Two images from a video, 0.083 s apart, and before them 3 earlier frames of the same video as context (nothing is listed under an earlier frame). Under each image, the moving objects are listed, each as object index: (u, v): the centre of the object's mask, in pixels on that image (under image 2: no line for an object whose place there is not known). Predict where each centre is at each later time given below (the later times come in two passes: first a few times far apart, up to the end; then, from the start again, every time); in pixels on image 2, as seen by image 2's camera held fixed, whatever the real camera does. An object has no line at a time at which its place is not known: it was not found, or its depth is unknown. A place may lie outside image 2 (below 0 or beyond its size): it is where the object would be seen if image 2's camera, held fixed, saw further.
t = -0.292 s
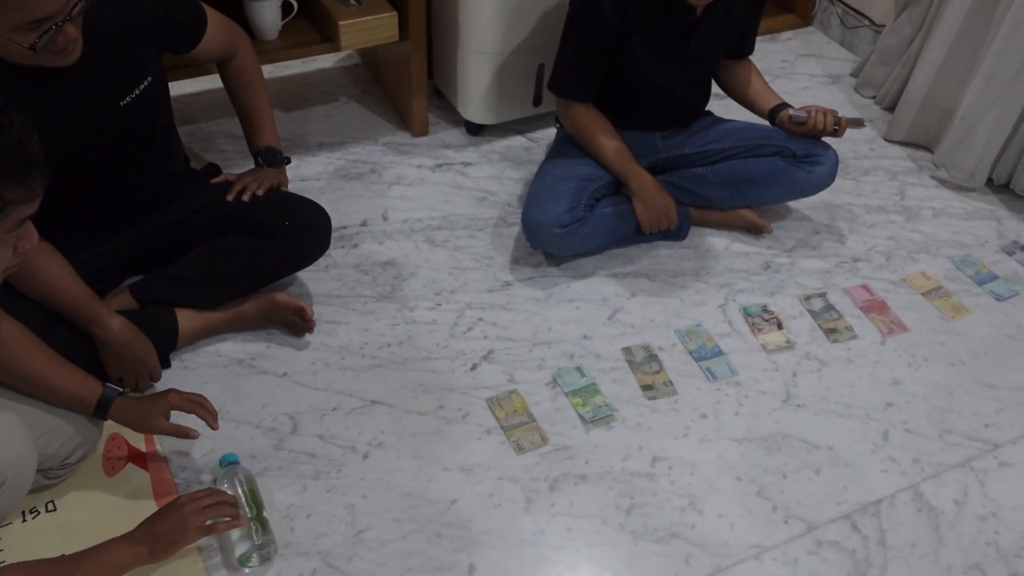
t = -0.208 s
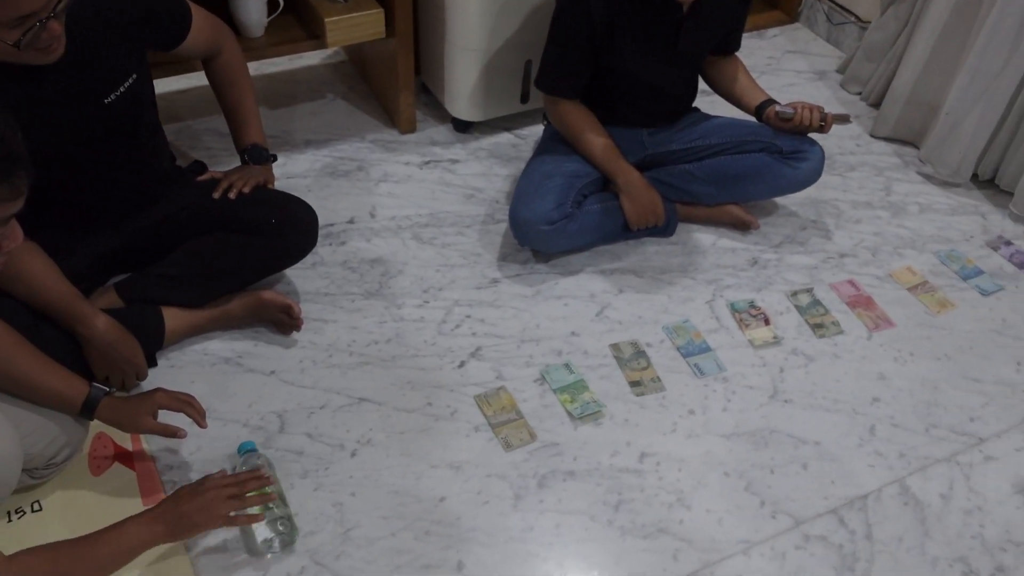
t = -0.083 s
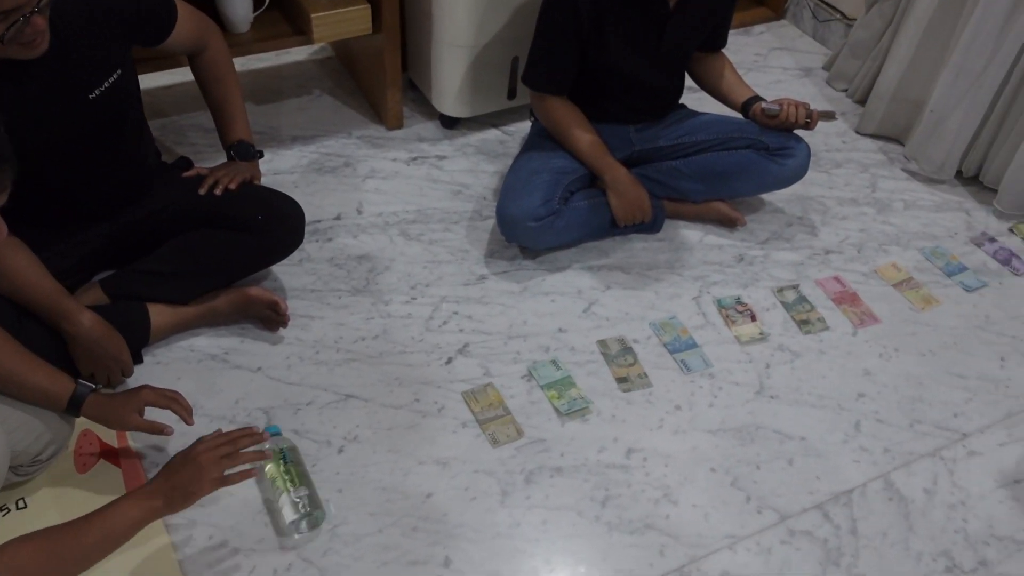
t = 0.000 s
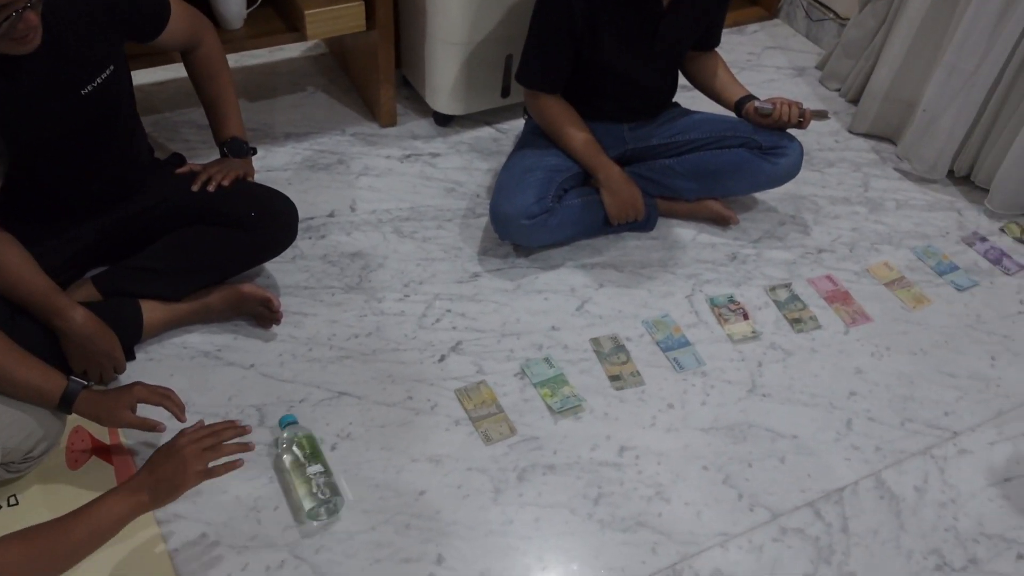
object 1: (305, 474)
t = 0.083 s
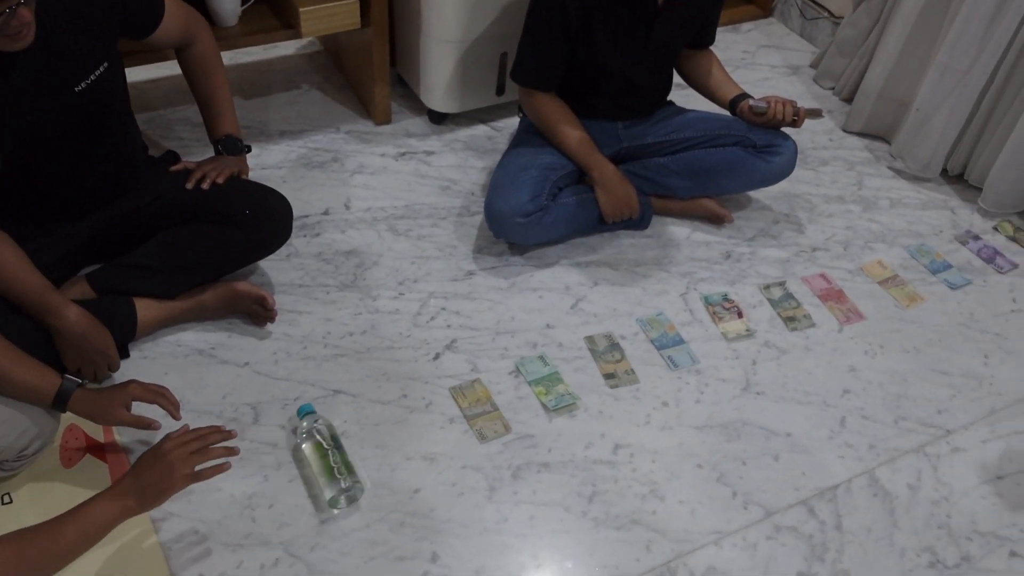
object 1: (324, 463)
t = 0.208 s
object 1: (361, 449)
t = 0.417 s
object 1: (420, 425)
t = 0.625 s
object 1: (470, 406)
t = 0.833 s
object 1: (516, 387)
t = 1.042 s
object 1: (556, 373)
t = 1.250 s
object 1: (592, 353)
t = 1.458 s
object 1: (626, 341)
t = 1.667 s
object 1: (655, 331)
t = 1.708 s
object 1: (660, 329)
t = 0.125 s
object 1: (336, 459)
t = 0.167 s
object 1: (348, 454)
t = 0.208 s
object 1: (361, 449)
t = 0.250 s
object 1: (374, 442)
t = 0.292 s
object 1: (390, 436)
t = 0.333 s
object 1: (398, 436)
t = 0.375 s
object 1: (409, 429)
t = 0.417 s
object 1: (420, 425)
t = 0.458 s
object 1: (430, 421)
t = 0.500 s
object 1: (441, 417)
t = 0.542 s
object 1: (450, 414)
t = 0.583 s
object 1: (459, 410)
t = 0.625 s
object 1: (470, 406)
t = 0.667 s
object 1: (480, 402)
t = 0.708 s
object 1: (489, 397)
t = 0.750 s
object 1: (499, 394)
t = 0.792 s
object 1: (510, 390)
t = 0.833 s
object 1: (516, 387)
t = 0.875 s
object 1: (524, 384)
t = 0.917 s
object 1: (535, 378)
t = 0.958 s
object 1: (544, 376)
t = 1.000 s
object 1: (549, 374)
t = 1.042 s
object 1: (556, 373)
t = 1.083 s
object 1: (564, 370)
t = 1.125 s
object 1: (570, 365)
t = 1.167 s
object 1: (577, 362)
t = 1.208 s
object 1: (586, 357)
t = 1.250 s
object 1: (592, 353)
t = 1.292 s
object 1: (603, 350)
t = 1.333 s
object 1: (608, 350)
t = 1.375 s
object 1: (613, 348)
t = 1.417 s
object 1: (620, 345)
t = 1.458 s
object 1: (626, 341)
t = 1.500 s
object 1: (633, 338)
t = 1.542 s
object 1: (638, 337)
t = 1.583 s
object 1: (643, 335)
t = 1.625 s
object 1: (649, 332)
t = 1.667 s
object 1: (655, 331)
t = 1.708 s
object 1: (660, 329)
